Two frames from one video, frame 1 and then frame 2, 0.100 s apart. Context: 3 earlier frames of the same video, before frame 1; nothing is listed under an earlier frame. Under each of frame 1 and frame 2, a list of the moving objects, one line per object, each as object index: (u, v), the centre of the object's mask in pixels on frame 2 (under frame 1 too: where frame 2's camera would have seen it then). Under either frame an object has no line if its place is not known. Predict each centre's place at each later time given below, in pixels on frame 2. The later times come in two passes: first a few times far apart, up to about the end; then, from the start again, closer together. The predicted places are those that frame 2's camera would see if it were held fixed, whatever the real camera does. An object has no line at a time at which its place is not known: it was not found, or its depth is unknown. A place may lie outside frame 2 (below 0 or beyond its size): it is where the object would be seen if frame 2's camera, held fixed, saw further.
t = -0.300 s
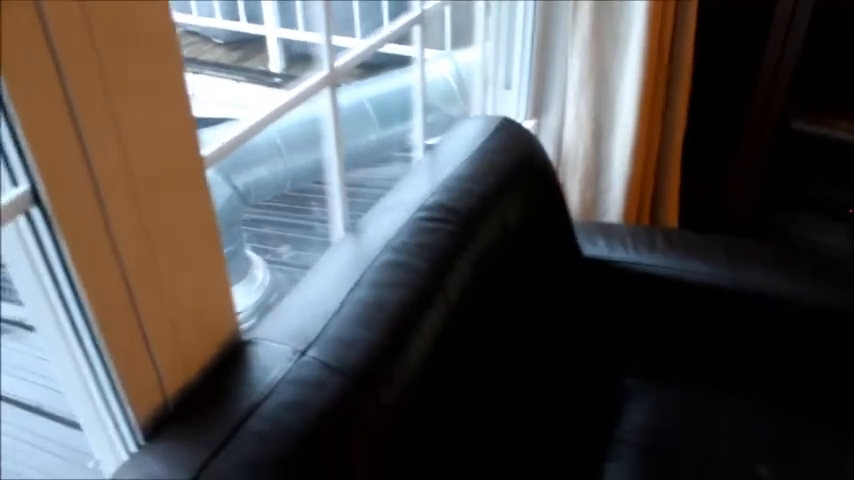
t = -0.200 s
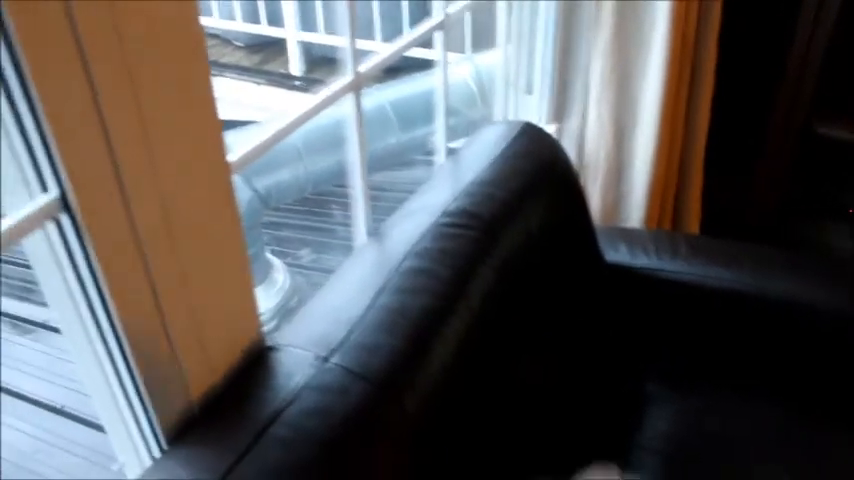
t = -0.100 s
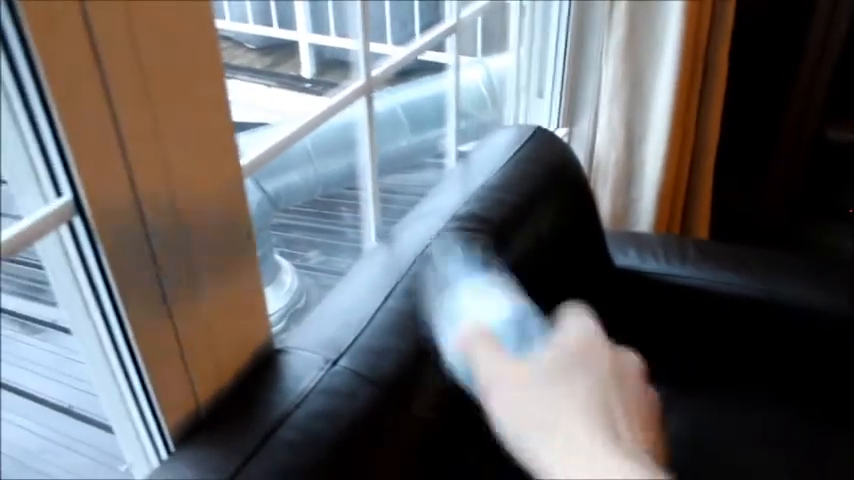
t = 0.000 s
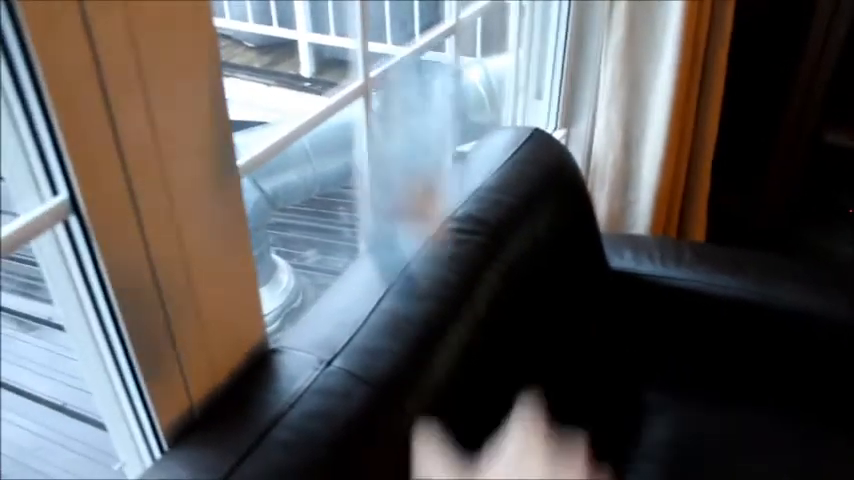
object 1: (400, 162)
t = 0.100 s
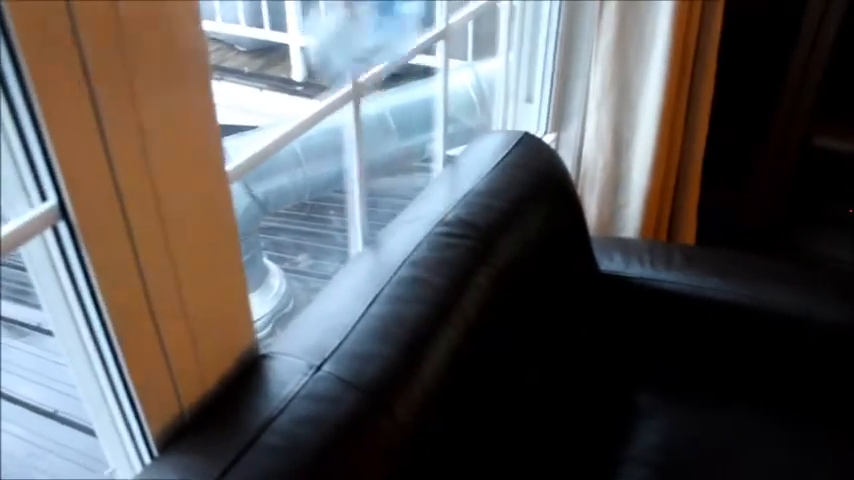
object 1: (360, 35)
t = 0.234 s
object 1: (344, 83)
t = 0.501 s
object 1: (395, 208)
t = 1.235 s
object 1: (392, 206)
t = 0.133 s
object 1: (357, 30)
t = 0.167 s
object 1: (350, 43)
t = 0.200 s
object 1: (345, 56)
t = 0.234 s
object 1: (344, 83)
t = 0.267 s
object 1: (347, 116)
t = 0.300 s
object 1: (359, 157)
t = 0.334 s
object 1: (367, 210)
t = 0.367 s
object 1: (378, 217)
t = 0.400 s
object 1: (383, 216)
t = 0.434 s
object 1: (388, 210)
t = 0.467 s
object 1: (393, 207)
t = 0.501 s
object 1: (395, 208)
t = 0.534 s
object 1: (394, 208)
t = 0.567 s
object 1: (395, 208)
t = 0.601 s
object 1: (395, 208)
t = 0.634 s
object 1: (394, 207)
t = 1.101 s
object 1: (392, 207)
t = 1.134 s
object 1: (392, 206)
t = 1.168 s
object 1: (392, 207)
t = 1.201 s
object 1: (392, 206)
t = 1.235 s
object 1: (392, 206)
